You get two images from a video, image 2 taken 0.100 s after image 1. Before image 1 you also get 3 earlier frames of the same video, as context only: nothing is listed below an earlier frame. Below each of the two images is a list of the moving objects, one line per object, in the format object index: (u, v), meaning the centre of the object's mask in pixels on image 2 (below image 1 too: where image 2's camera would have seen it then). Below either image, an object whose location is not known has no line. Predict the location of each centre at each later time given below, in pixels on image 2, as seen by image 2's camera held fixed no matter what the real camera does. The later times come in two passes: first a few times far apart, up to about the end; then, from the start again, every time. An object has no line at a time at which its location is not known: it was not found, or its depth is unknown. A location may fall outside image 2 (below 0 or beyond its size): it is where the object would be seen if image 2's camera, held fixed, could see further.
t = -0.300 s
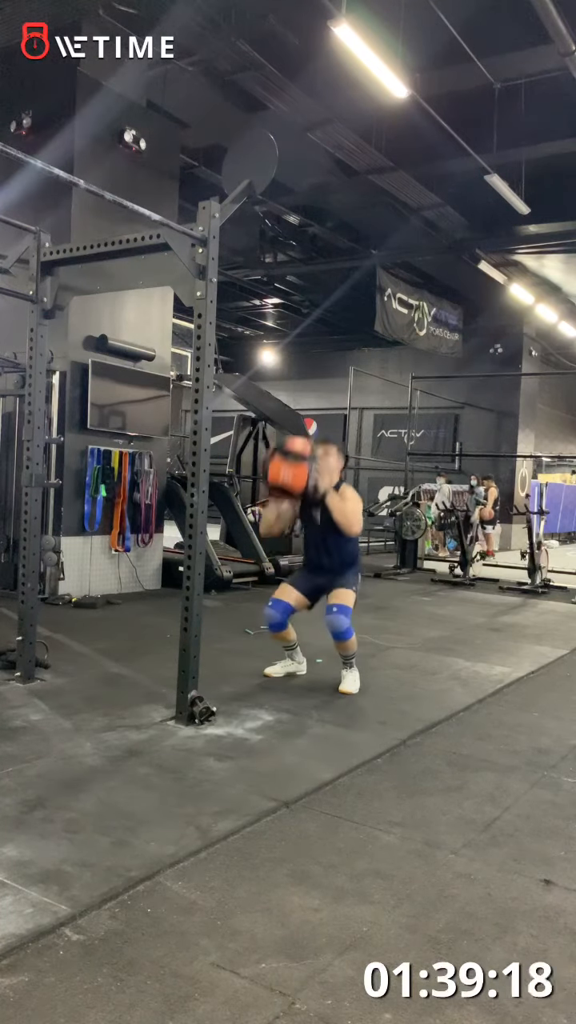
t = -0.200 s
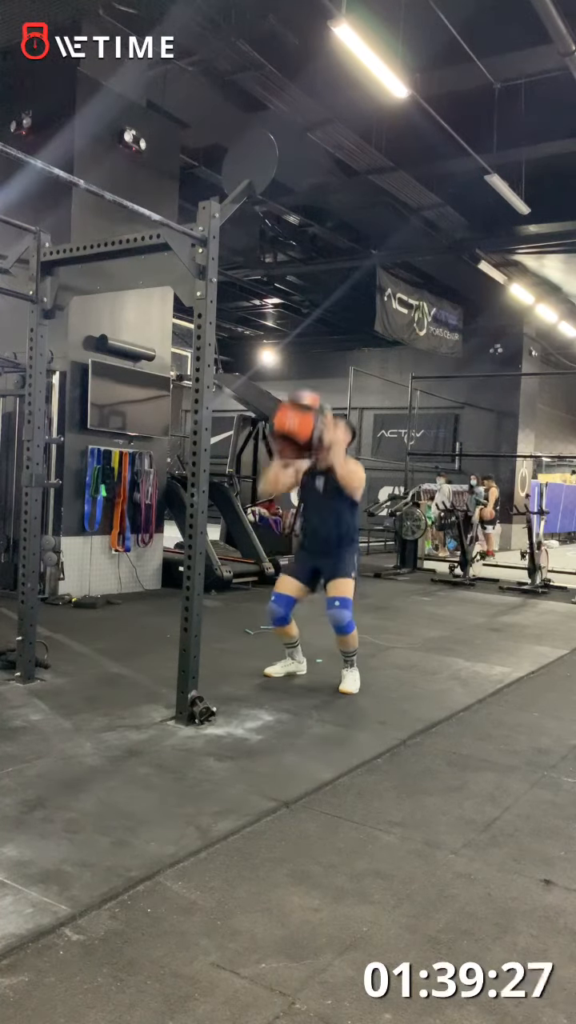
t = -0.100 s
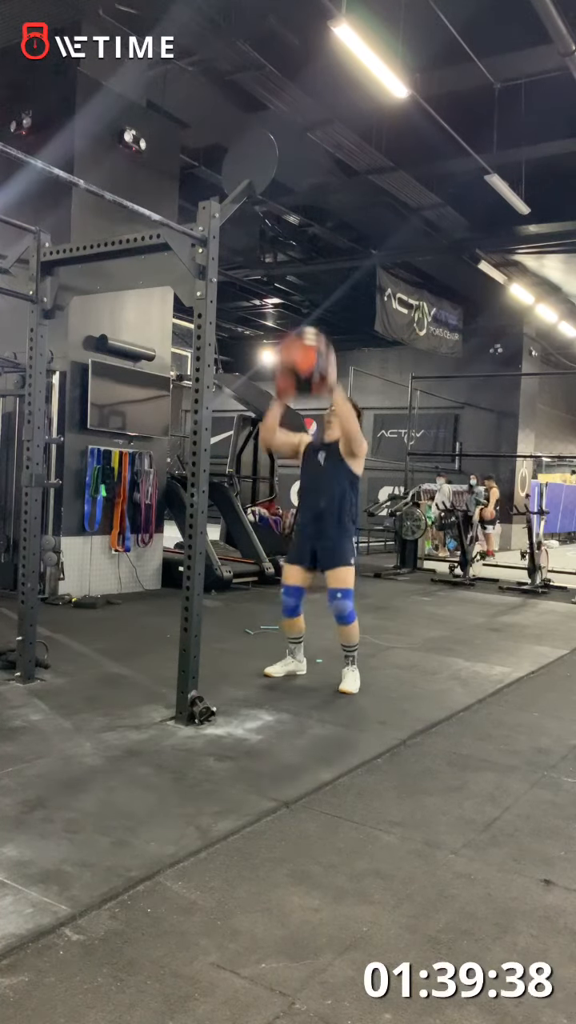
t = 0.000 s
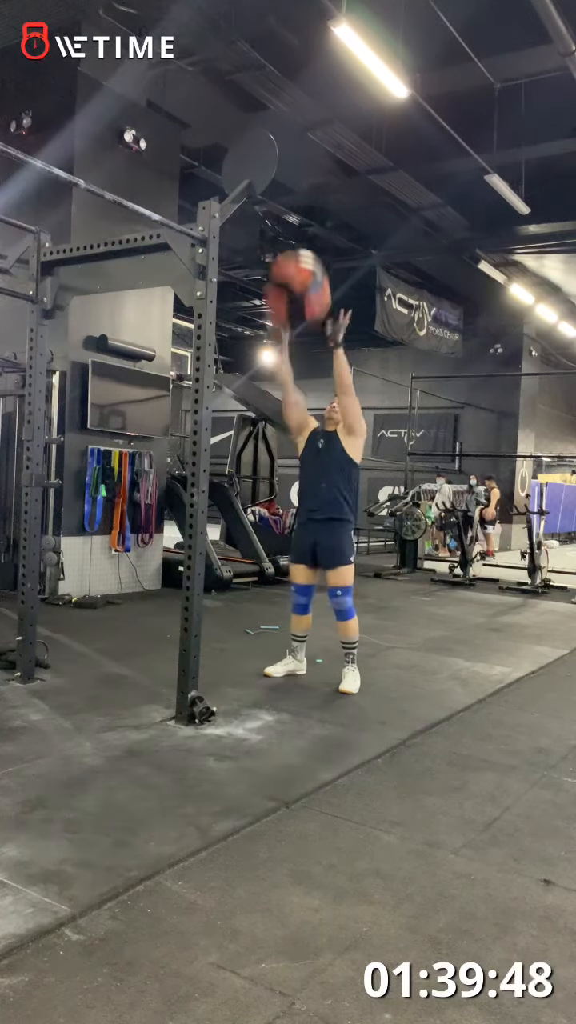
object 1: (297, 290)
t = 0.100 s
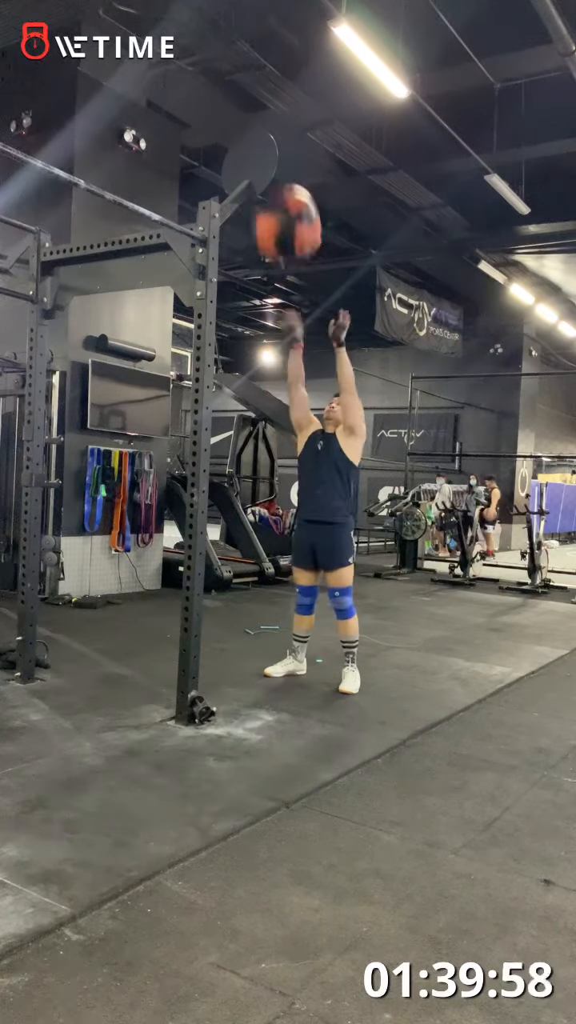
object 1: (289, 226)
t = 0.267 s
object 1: (286, 156)
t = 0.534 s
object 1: (297, 200)
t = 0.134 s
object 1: (285, 208)
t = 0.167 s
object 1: (285, 195)
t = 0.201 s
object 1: (286, 180)
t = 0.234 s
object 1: (287, 166)
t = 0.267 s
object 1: (286, 156)
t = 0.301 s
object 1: (287, 153)
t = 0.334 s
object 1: (289, 154)
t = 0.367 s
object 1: (290, 156)
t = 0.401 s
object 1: (292, 162)
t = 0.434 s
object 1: (293, 169)
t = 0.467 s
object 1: (295, 178)
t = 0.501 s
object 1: (296, 187)
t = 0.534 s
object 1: (297, 200)
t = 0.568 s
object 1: (299, 214)
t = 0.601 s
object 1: (302, 229)
